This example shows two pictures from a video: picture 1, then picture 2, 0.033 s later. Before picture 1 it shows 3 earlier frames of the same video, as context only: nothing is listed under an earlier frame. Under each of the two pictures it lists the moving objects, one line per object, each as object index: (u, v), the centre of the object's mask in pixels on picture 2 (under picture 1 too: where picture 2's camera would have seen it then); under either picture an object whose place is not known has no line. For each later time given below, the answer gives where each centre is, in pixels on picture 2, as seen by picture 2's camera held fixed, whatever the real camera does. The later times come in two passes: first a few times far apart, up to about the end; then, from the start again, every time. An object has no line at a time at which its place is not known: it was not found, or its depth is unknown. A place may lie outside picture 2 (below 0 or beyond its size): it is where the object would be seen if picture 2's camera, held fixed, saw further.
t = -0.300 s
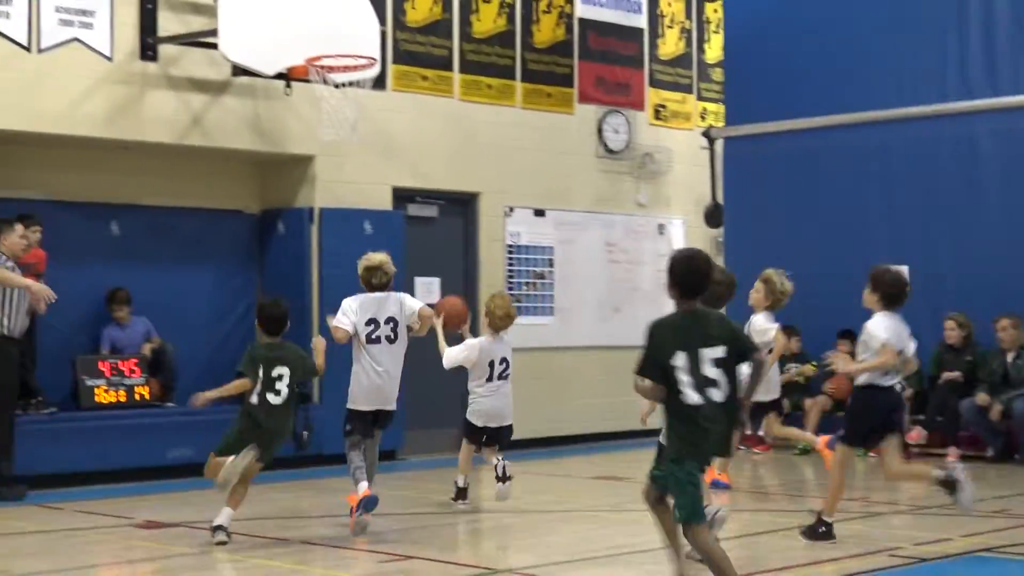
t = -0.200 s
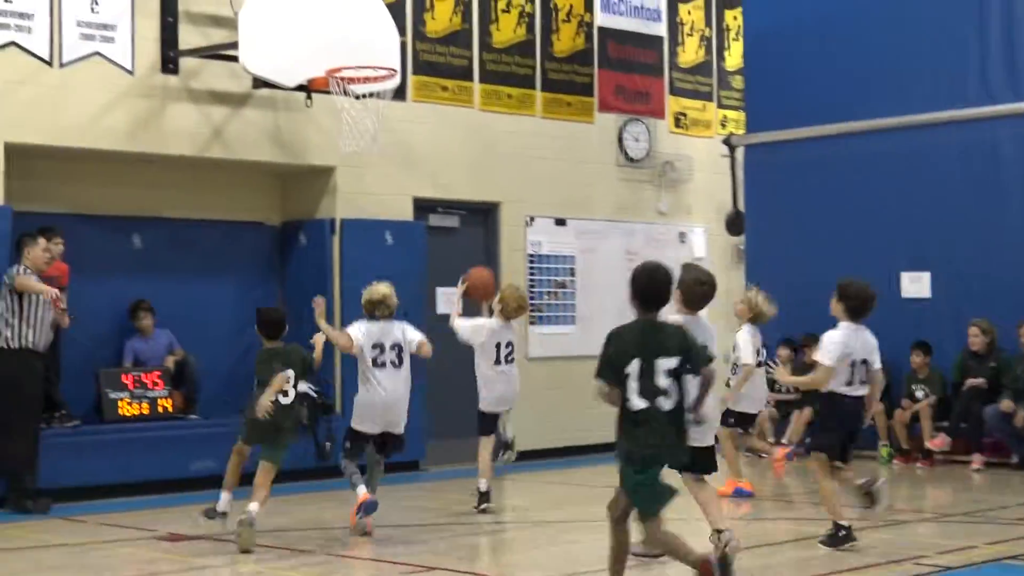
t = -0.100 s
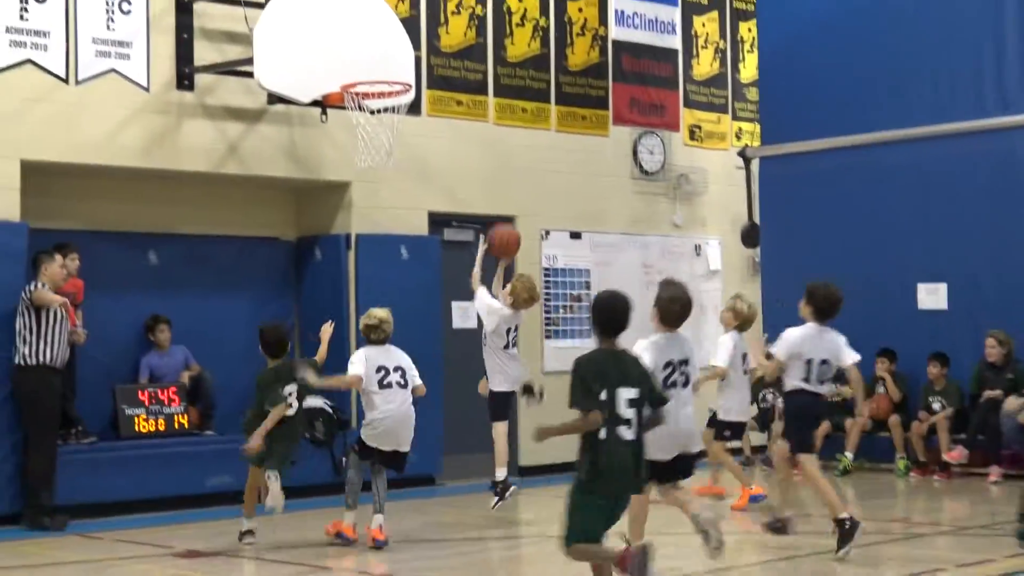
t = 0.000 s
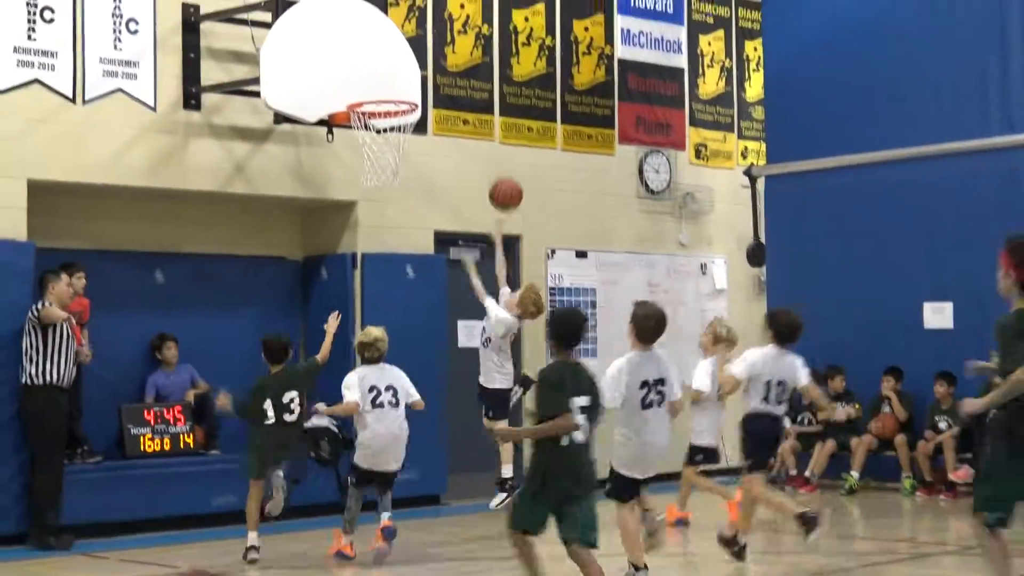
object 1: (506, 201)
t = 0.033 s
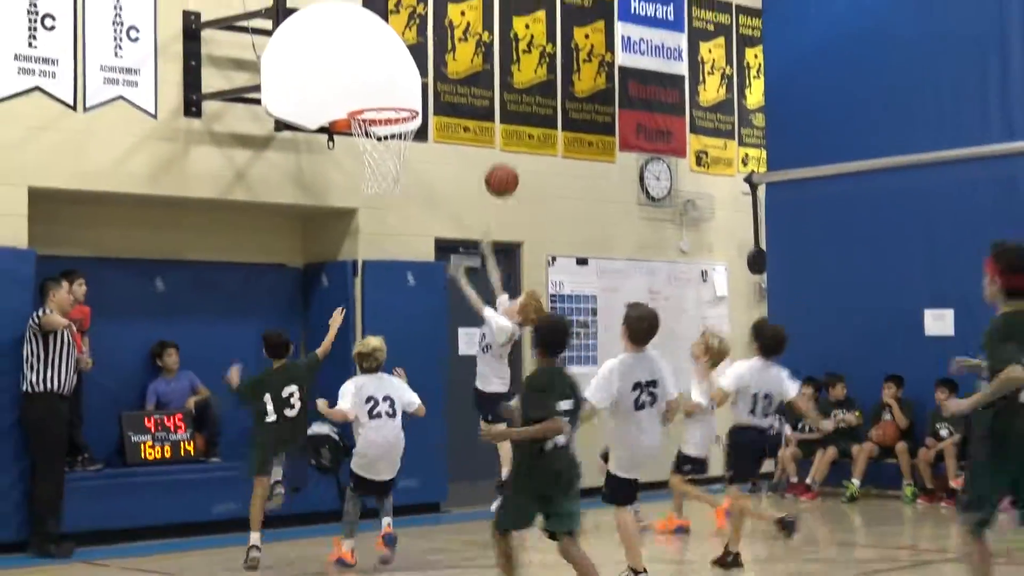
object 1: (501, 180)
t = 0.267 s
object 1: (470, 82)
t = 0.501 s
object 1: (439, 63)
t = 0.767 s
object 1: (432, 95)
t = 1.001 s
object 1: (466, 134)
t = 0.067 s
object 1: (497, 161)
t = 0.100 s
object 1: (492, 144)
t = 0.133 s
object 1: (487, 128)
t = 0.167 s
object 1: (483, 113)
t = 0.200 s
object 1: (479, 102)
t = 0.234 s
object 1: (474, 90)
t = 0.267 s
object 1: (470, 82)
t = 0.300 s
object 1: (465, 74)
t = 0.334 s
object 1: (461, 69)
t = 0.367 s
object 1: (456, 65)
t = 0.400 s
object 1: (452, 62)
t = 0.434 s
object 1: (447, 61)
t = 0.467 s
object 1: (443, 62)
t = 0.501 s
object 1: (439, 63)
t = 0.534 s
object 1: (435, 67)
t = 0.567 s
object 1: (432, 72)
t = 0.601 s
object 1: (429, 79)
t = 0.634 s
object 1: (423, 88)
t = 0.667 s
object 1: (420, 98)
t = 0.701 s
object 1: (423, 98)
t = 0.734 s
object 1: (428, 96)
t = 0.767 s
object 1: (432, 95)
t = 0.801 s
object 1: (437, 96)
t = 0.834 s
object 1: (441, 98)
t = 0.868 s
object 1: (445, 101)
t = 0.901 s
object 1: (450, 108)
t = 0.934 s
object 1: (454, 114)
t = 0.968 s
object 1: (461, 123)
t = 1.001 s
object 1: (466, 134)
